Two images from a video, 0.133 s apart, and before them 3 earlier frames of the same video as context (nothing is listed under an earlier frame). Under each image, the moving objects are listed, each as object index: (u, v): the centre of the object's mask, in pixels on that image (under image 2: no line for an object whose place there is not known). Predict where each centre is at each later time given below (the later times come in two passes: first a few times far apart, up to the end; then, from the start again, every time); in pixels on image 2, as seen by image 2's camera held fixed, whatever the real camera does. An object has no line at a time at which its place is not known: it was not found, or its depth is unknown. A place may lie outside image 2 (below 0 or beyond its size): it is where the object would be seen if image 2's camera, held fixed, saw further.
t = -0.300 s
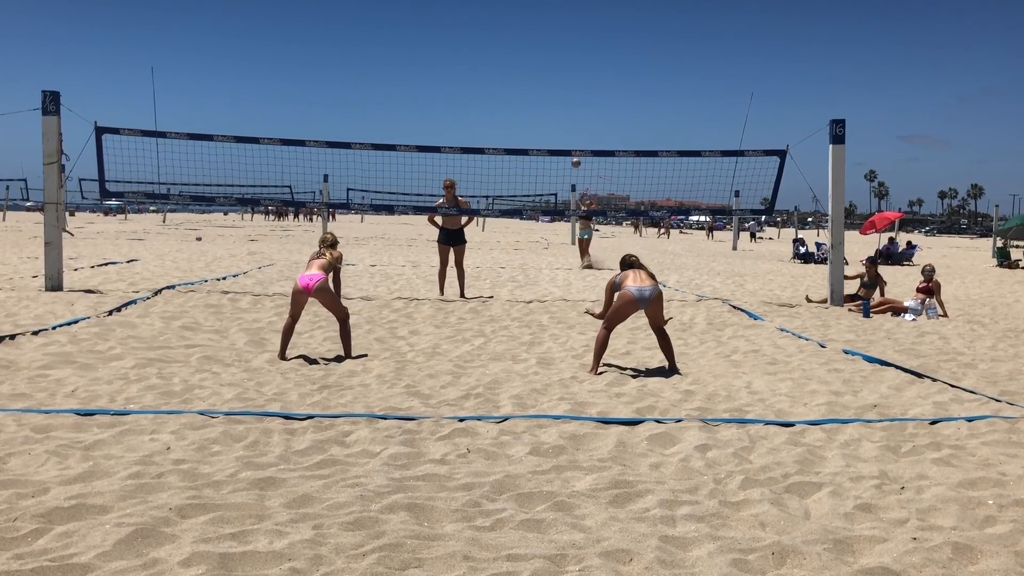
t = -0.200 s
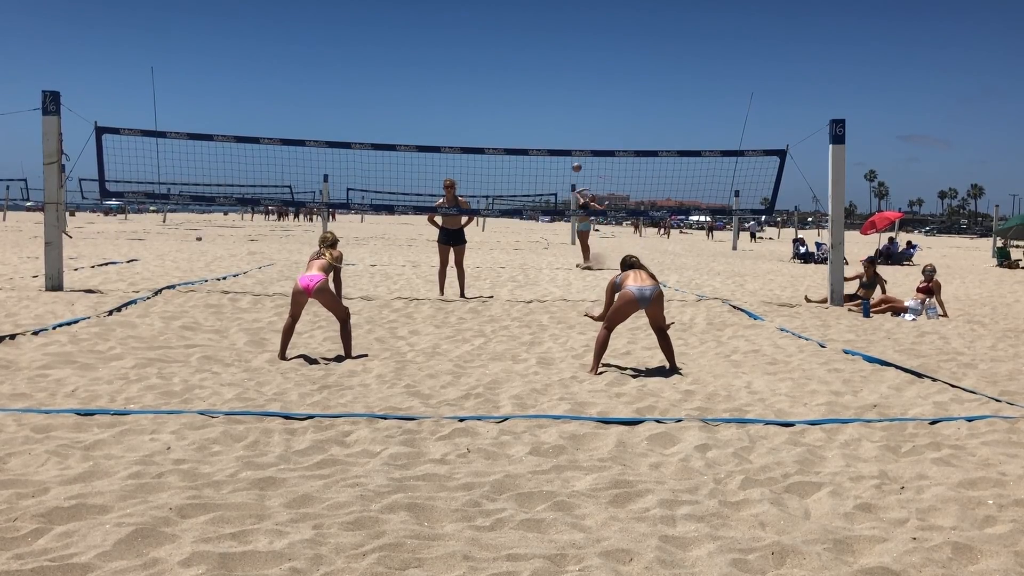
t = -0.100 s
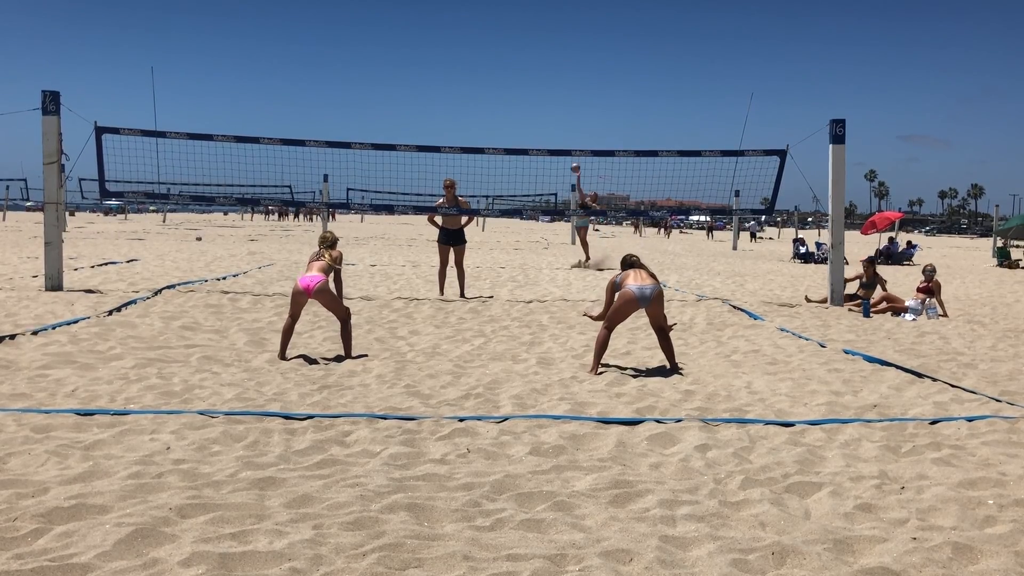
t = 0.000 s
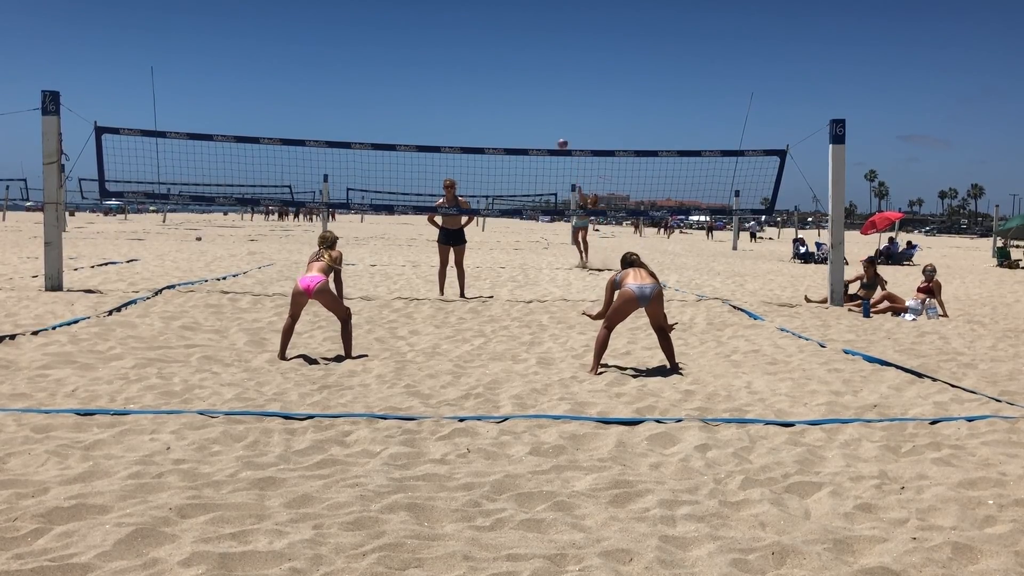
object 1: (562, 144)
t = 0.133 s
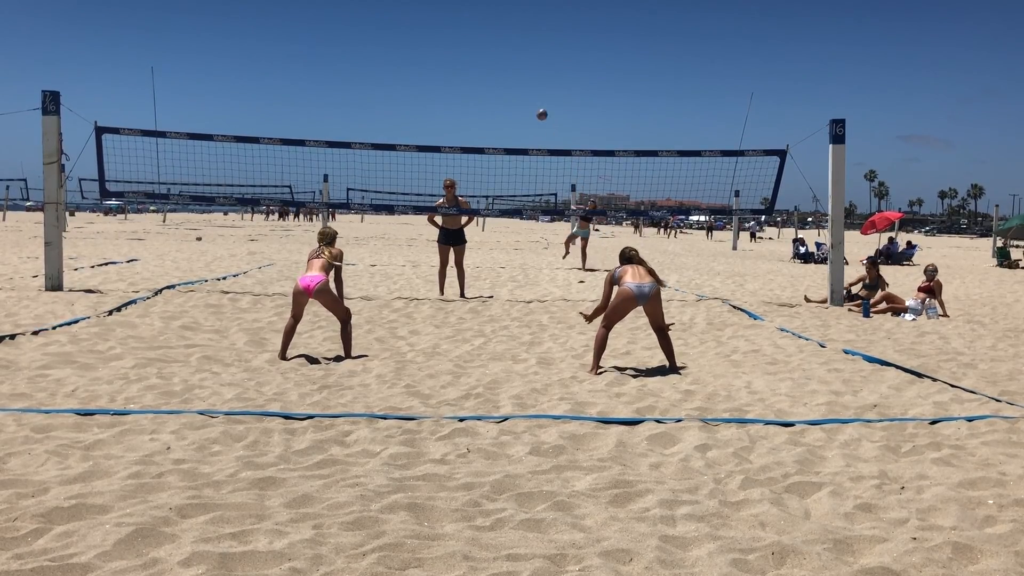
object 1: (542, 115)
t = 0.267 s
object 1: (518, 94)
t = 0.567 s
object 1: (456, 79)
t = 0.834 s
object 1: (379, 122)
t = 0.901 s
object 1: (357, 148)
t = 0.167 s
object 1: (536, 109)
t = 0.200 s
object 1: (530, 103)
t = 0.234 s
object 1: (524, 98)
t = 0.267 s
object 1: (518, 94)
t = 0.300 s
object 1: (512, 91)
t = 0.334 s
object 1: (505, 88)
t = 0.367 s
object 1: (499, 86)
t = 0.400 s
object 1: (492, 83)
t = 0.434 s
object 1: (486, 81)
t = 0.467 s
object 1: (479, 80)
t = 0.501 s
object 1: (472, 79)
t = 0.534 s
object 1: (464, 79)
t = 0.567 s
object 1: (456, 79)
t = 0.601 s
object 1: (448, 81)
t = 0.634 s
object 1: (439, 83)
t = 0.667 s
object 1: (430, 86)
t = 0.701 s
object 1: (421, 90)
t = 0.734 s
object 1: (410, 96)
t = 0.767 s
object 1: (400, 103)
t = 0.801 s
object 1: (390, 112)
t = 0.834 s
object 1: (379, 122)
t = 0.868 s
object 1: (368, 134)
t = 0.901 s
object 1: (357, 148)
